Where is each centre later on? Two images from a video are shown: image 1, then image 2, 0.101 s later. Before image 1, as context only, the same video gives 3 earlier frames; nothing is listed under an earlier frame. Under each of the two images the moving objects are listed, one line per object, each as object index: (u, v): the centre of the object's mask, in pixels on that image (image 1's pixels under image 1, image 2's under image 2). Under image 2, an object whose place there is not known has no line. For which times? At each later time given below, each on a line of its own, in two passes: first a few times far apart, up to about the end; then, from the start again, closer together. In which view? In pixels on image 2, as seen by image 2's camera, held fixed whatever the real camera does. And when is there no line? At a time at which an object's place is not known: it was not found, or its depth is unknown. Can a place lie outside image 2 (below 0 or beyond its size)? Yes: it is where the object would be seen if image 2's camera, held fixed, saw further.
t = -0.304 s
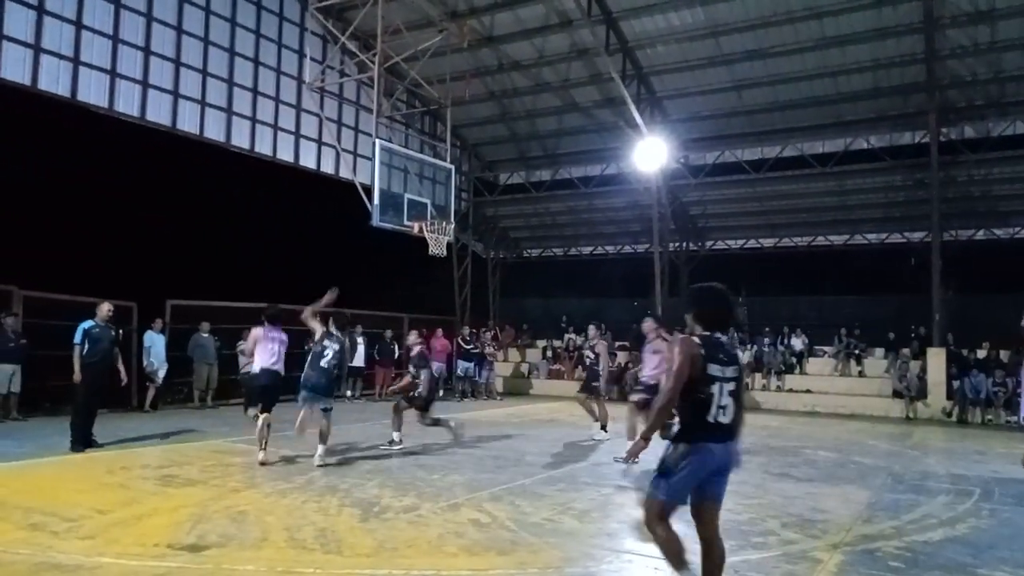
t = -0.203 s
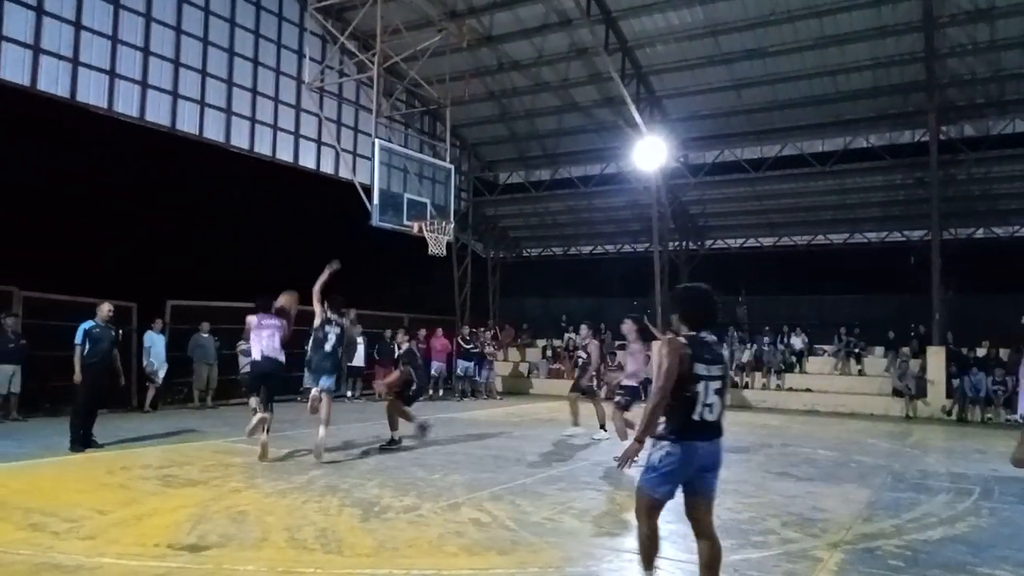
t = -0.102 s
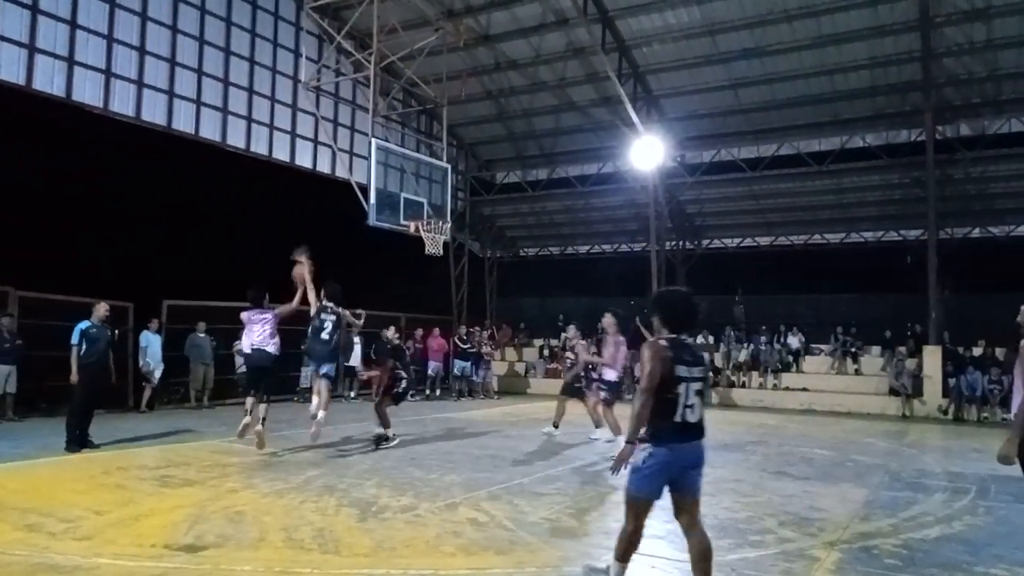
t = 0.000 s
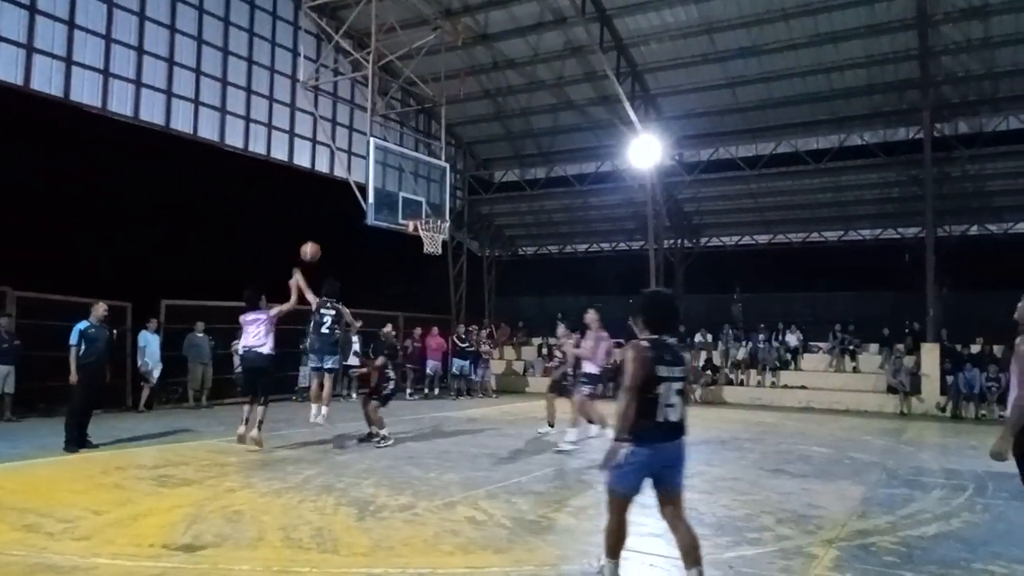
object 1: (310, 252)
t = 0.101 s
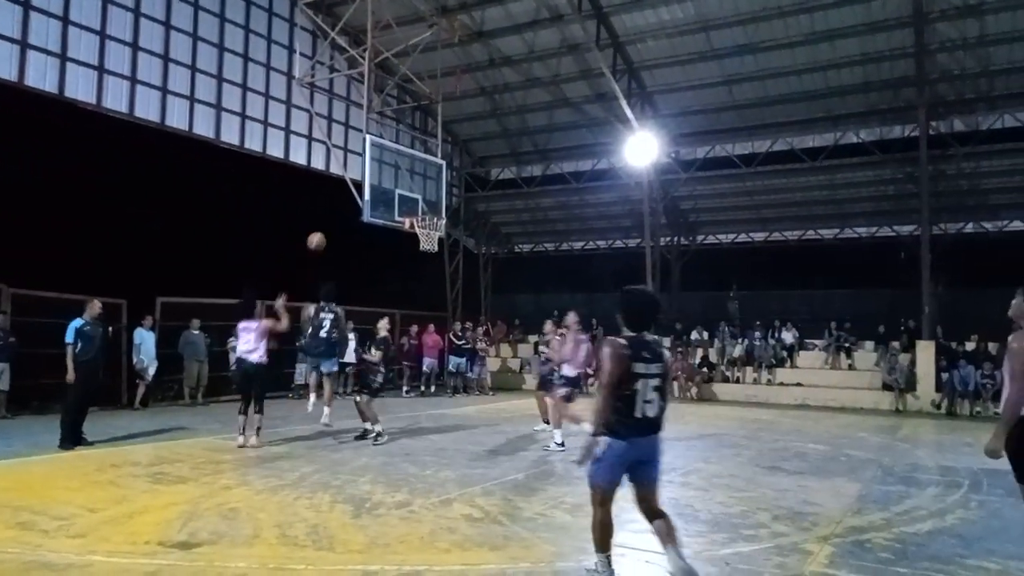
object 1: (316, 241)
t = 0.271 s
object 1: (330, 245)
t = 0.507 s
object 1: (346, 275)
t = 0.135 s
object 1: (319, 240)
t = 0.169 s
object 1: (322, 240)
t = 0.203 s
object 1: (325, 241)
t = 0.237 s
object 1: (327, 243)
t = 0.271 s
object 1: (330, 245)
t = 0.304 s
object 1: (333, 247)
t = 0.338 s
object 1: (336, 250)
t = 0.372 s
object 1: (338, 255)
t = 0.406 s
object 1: (339, 259)
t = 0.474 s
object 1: (345, 269)
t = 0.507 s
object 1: (346, 275)
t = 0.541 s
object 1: (348, 282)
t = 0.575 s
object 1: (350, 289)
